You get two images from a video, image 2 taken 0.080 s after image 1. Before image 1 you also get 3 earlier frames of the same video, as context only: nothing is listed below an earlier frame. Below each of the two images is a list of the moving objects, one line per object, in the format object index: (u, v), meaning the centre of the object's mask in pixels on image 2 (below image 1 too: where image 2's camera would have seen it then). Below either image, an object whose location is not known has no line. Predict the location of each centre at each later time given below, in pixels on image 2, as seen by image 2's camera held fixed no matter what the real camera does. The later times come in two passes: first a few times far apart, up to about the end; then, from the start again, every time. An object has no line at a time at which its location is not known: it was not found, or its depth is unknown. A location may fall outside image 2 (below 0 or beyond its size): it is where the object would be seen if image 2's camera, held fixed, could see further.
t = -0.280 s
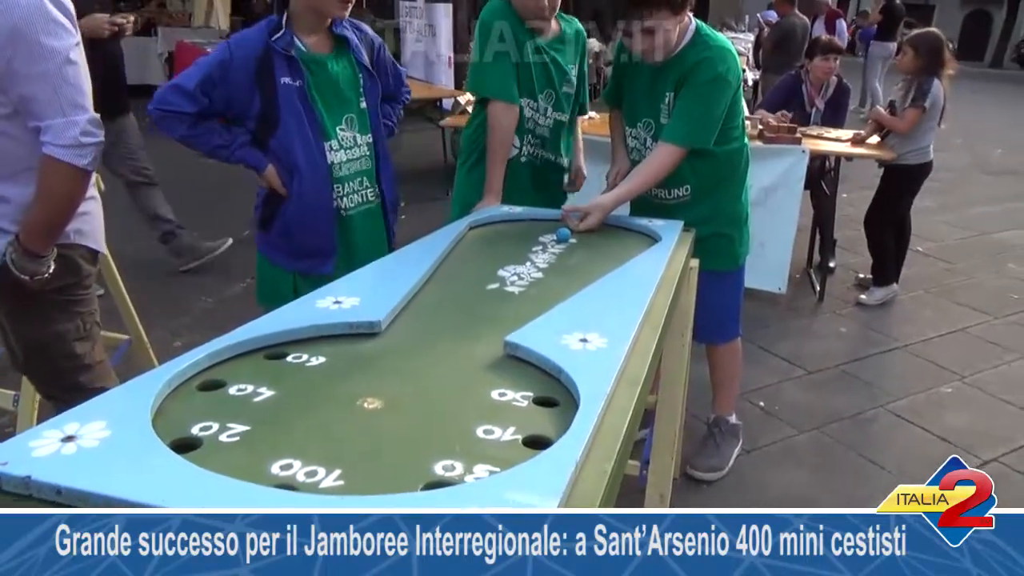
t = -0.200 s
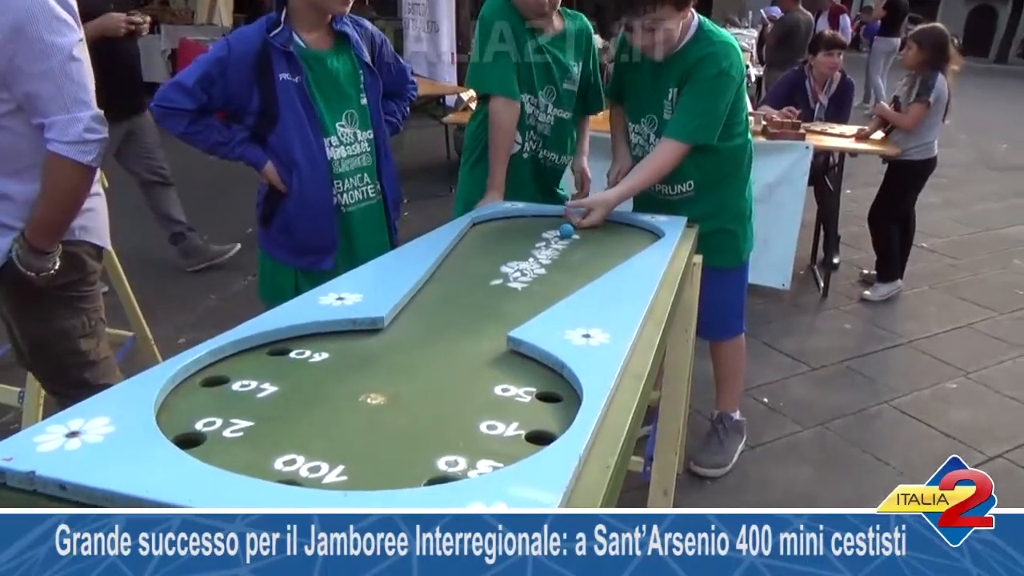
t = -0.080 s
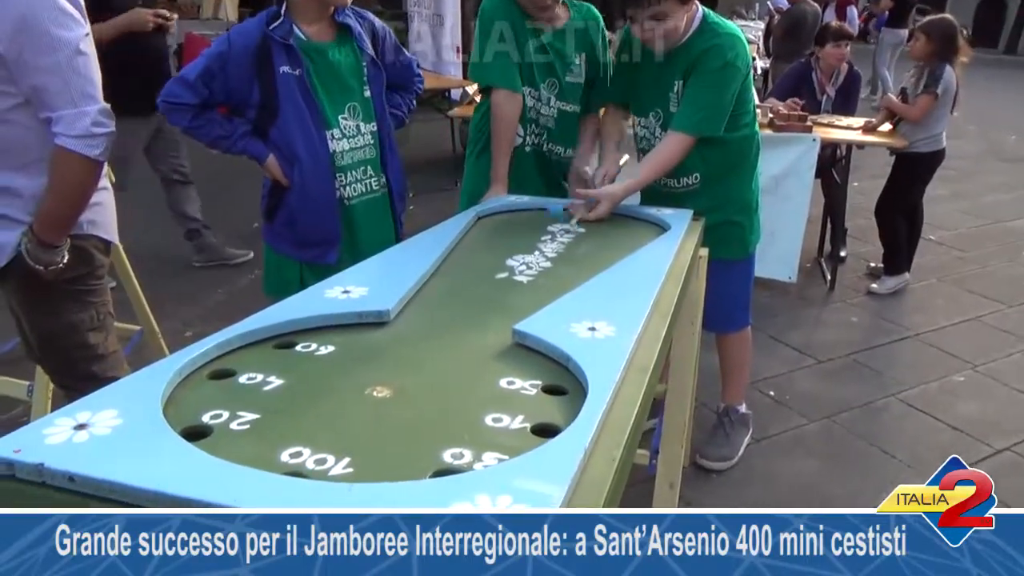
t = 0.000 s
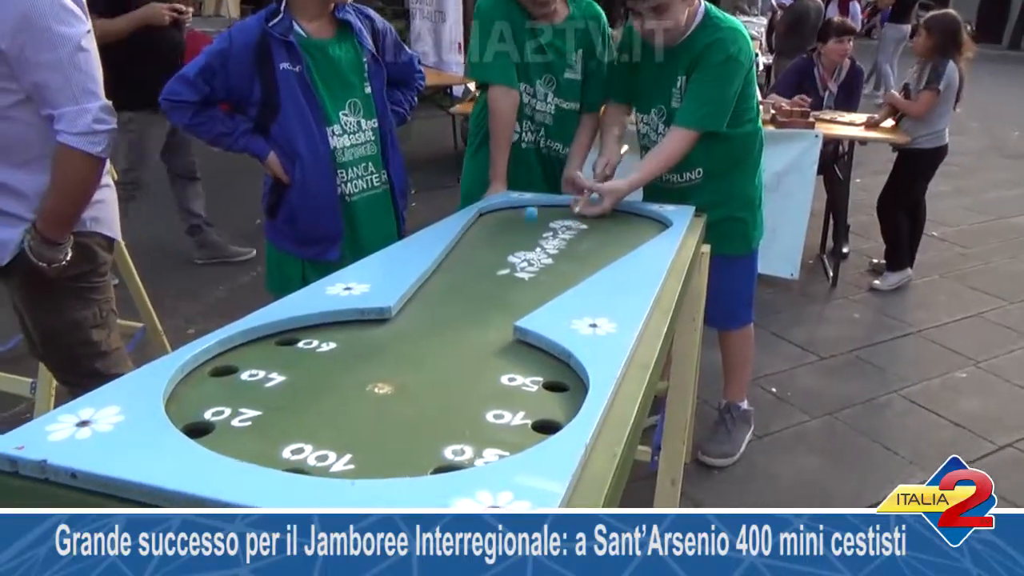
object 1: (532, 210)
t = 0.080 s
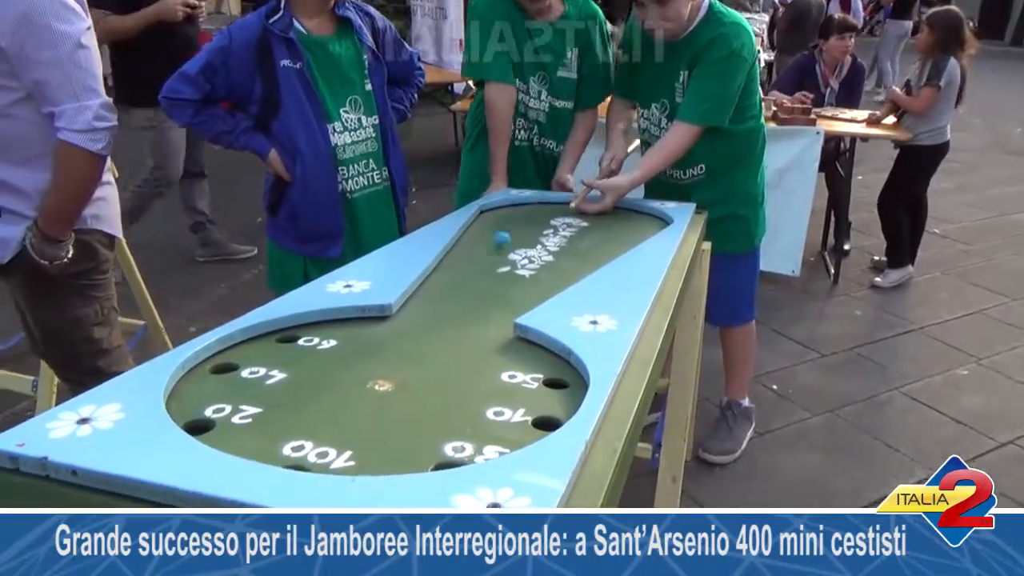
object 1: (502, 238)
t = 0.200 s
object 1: (464, 253)
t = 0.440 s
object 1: (450, 285)
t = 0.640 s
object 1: (454, 311)
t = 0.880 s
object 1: (456, 337)
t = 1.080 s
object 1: (458, 353)
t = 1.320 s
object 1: (462, 365)
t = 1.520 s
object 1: (466, 370)
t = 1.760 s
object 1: (463, 365)
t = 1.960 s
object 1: (459, 356)
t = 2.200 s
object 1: (454, 342)
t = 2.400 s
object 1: (451, 327)
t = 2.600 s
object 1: (451, 311)
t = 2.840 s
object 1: (453, 291)
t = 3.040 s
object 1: (453, 275)
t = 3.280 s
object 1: (452, 258)
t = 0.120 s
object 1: (490, 240)
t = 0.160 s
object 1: (477, 249)
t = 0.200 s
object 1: (464, 253)
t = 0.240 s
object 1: (449, 261)
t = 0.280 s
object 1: (445, 265)
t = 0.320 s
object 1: (446, 269)
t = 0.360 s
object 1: (447, 275)
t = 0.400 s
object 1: (449, 281)
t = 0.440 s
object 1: (450, 285)
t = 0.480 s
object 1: (451, 291)
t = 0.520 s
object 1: (452, 295)
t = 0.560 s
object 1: (452, 301)
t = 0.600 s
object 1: (453, 306)
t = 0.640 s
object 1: (454, 311)
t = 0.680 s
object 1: (454, 315)
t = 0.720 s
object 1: (455, 319)
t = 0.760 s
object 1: (456, 324)
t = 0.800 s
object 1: (456, 328)
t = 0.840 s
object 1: (456, 332)
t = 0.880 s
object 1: (456, 337)
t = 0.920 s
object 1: (456, 340)
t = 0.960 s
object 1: (456, 344)
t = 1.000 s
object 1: (457, 347)
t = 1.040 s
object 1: (457, 351)
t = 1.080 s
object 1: (458, 353)
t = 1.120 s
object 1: (459, 356)
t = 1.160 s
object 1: (459, 358)
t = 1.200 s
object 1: (460, 360)
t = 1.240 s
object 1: (460, 362)
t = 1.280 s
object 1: (461, 363)
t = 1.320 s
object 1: (462, 365)
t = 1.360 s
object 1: (463, 366)
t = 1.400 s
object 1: (465, 367)
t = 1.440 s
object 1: (467, 369)
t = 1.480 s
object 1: (467, 369)
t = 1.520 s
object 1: (466, 370)
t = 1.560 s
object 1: (466, 370)
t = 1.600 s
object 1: (465, 369)
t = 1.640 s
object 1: (465, 368)
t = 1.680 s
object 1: (465, 368)
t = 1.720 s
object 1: (464, 366)
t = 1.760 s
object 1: (463, 365)
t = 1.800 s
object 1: (463, 364)
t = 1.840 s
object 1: (462, 362)
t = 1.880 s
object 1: (461, 360)
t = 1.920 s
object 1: (460, 358)
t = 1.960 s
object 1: (459, 356)
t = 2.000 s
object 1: (457, 354)
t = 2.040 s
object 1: (457, 353)
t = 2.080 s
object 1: (457, 350)
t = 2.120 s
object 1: (455, 348)
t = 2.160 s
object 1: (454, 345)
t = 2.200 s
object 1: (454, 342)
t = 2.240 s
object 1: (453, 339)
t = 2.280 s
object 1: (452, 336)
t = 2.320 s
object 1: (452, 333)
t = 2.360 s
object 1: (451, 330)
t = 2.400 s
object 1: (451, 327)
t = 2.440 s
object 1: (451, 324)
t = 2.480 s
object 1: (451, 321)
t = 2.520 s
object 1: (451, 318)
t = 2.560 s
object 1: (451, 314)
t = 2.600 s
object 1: (451, 311)
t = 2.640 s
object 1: (451, 307)
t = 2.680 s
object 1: (451, 304)
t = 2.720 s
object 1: (452, 300)
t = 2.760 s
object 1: (452, 297)
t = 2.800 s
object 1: (453, 294)
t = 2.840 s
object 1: (453, 291)
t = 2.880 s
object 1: (453, 288)
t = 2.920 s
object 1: (453, 285)
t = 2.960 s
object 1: (453, 281)
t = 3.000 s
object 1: (453, 278)
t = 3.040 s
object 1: (453, 275)
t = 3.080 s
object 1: (453, 273)
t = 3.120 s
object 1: (452, 269)
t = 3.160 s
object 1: (452, 266)
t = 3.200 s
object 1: (452, 263)
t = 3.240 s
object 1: (452, 260)
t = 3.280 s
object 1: (452, 258)
